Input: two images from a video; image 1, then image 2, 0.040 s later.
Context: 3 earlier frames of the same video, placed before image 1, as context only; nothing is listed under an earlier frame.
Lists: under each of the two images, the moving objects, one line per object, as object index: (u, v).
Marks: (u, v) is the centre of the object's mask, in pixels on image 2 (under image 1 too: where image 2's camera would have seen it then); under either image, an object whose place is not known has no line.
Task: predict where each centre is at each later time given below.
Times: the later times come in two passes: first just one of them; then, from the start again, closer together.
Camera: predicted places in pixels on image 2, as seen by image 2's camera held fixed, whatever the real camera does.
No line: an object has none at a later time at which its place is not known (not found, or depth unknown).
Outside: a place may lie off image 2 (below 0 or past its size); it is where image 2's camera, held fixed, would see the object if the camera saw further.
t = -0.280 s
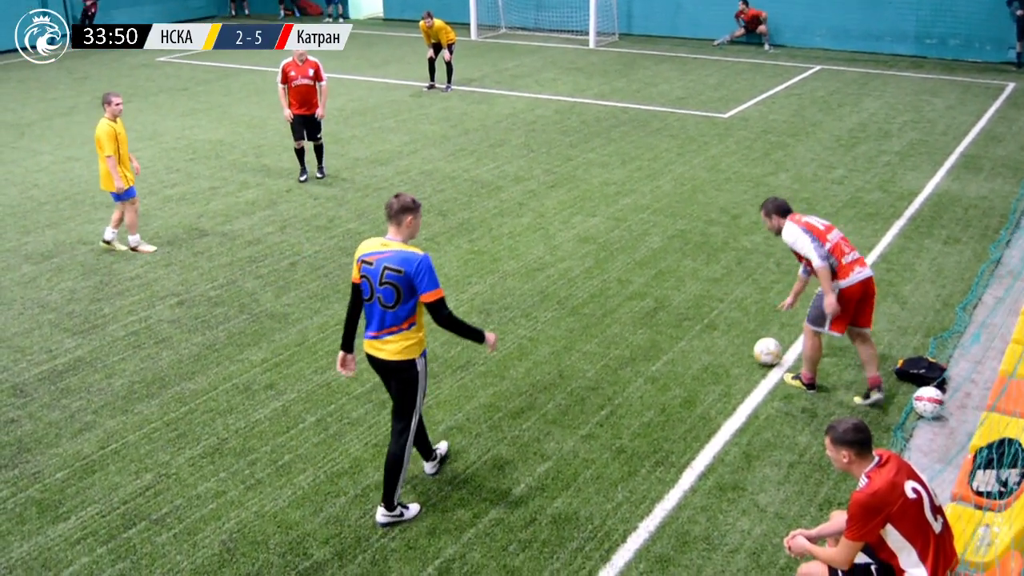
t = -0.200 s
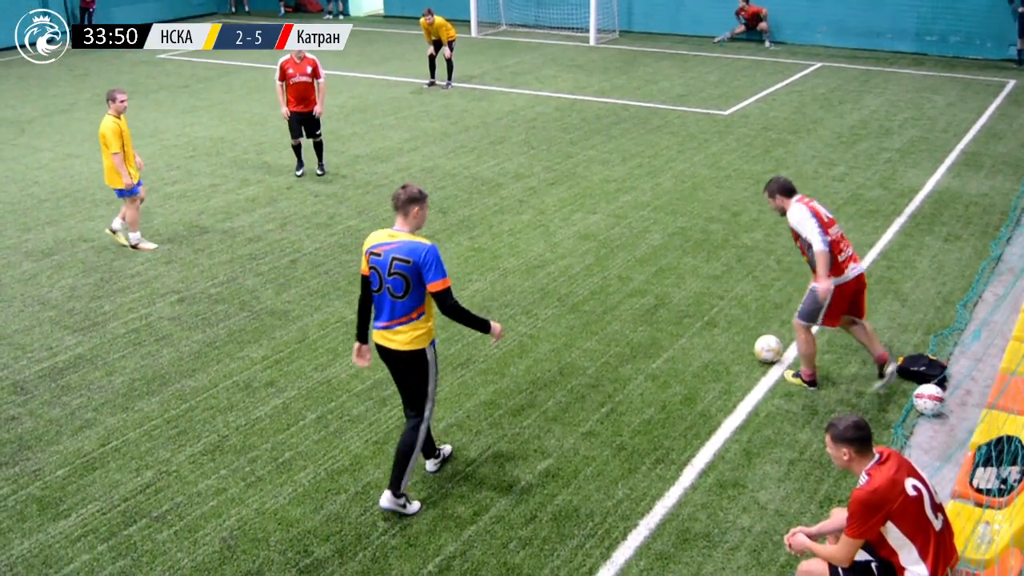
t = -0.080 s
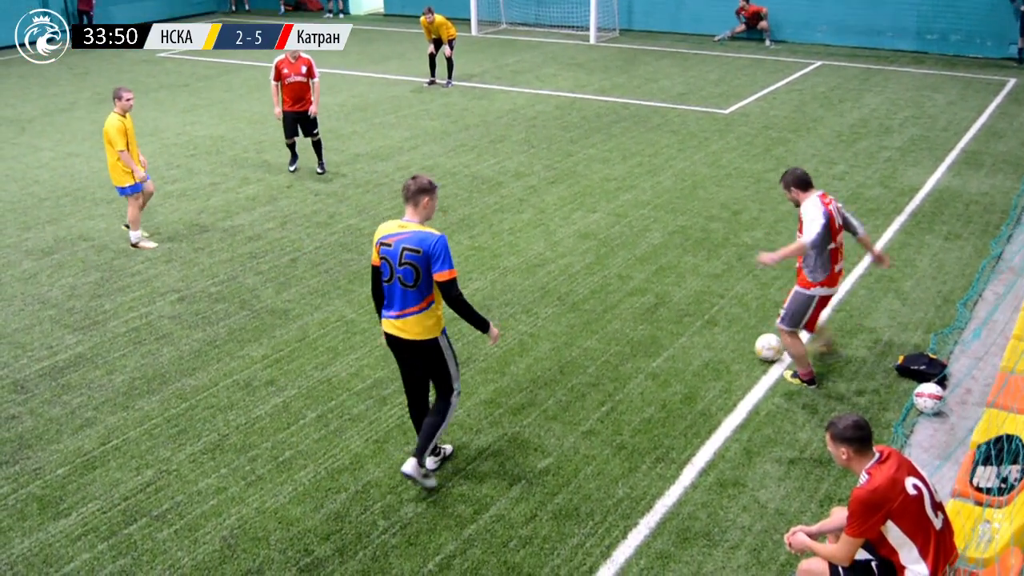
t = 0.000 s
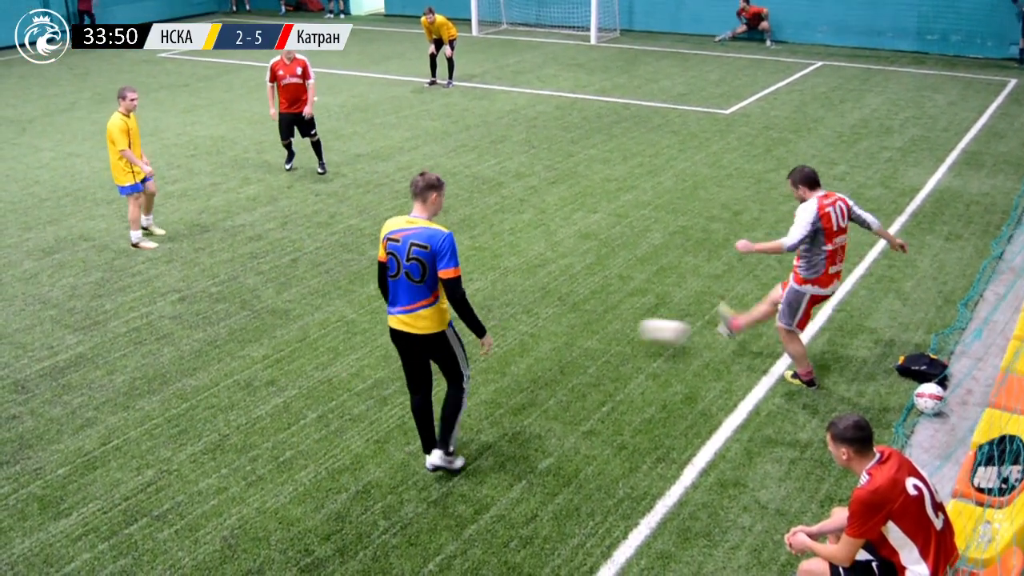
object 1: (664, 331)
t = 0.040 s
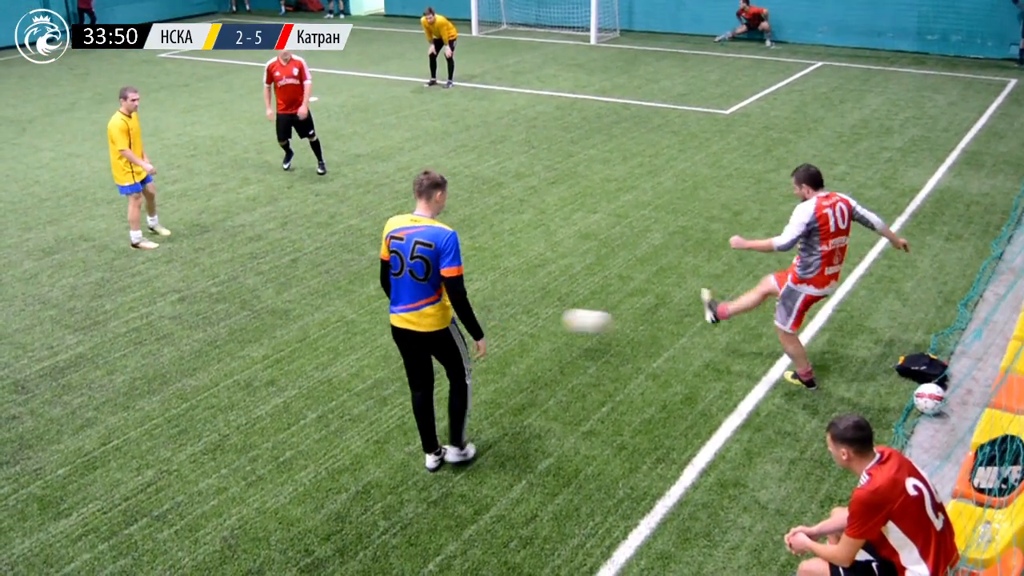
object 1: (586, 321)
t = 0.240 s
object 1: (229, 308)
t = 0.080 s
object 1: (511, 313)
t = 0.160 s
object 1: (364, 306)
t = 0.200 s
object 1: (295, 306)
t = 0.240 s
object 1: (229, 308)
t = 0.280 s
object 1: (164, 311)
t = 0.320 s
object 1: (102, 318)
